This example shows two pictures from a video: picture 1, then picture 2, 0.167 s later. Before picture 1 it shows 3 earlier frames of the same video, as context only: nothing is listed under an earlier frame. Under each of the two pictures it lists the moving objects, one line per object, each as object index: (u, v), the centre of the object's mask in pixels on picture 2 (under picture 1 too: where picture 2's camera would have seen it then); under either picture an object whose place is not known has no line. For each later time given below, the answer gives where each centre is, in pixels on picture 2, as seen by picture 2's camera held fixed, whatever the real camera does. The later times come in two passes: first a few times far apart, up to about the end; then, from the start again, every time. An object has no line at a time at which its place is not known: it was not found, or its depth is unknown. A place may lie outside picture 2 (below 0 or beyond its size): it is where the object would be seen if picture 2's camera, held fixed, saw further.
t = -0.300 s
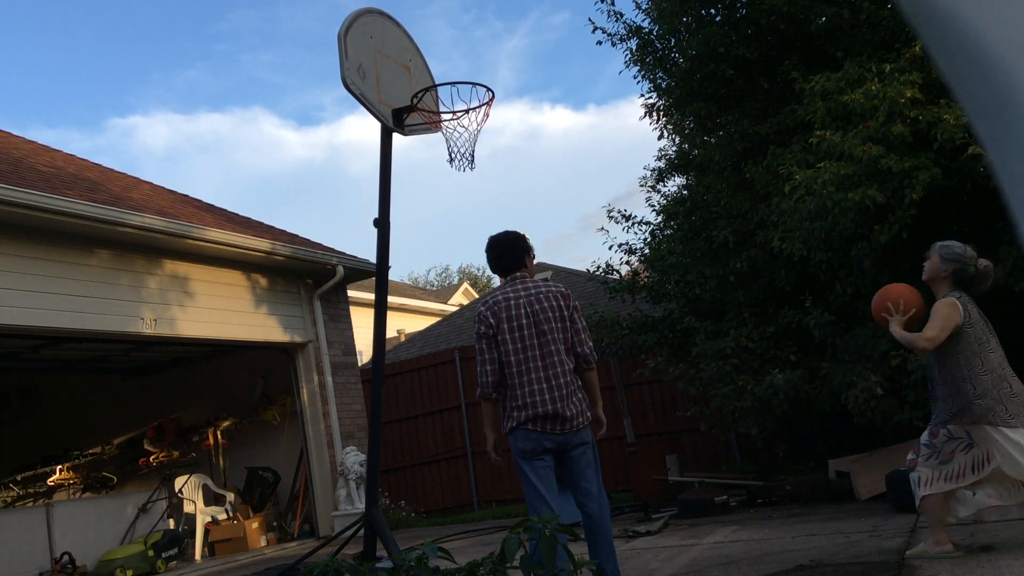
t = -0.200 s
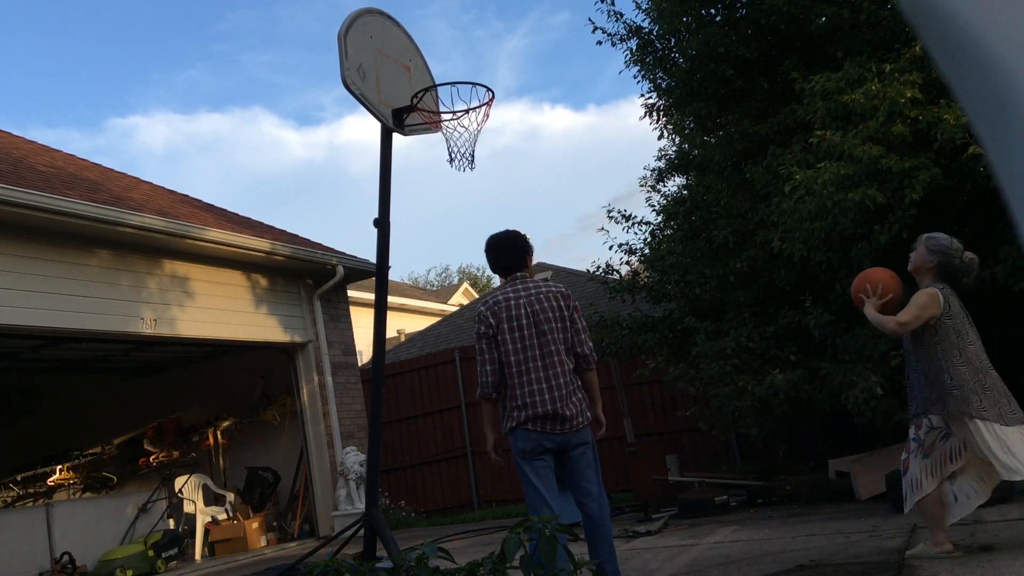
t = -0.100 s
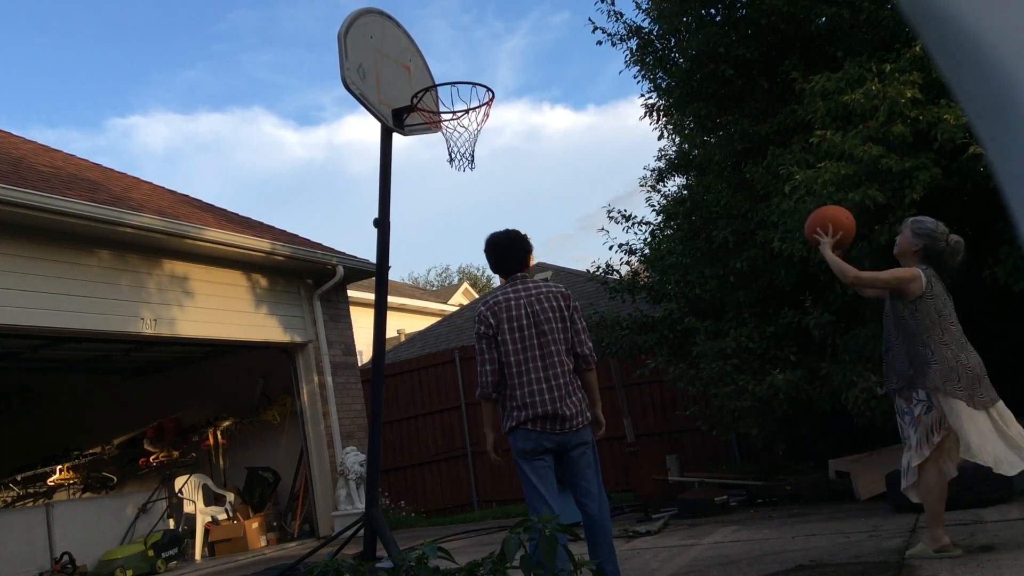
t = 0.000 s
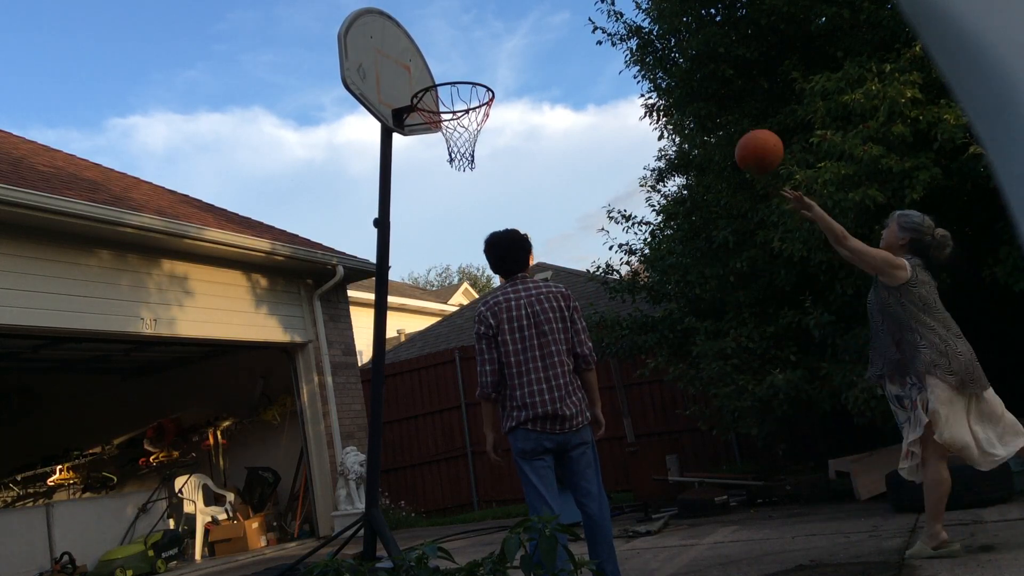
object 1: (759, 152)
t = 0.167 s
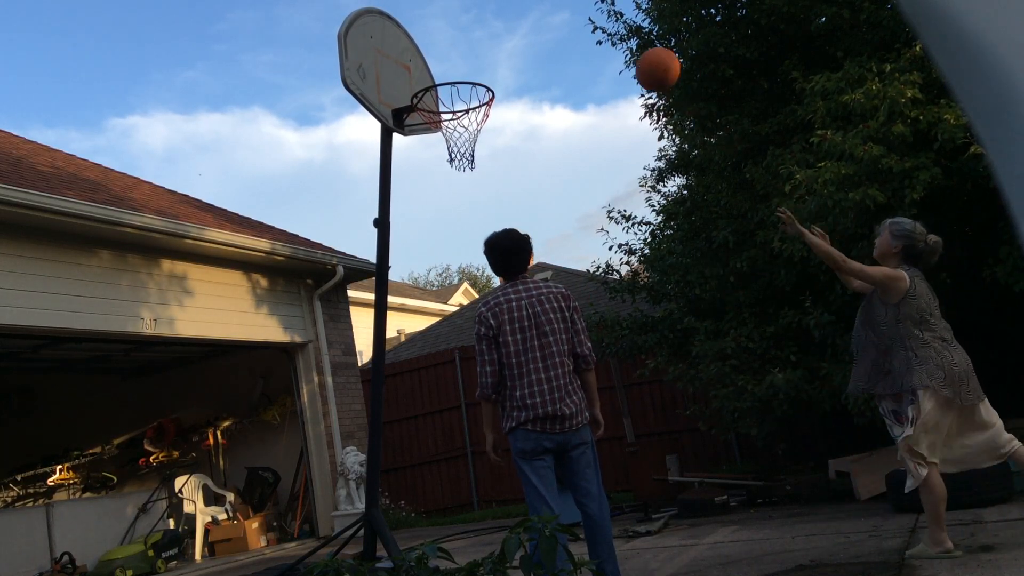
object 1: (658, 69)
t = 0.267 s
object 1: (606, 45)
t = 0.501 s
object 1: (507, 52)
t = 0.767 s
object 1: (434, 88)
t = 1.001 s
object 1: (430, 95)
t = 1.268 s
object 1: (430, 100)
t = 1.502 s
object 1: (440, 124)
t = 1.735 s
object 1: (465, 222)
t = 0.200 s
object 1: (640, 59)
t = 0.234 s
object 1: (622, 51)
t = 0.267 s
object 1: (606, 45)
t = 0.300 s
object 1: (590, 41)
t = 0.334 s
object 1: (574, 38)
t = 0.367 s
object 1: (560, 37)
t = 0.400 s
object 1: (546, 38)
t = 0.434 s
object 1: (532, 41)
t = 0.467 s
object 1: (519, 46)
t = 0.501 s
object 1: (507, 52)
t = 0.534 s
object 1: (495, 60)
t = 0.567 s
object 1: (483, 69)
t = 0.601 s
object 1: (472, 81)
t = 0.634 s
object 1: (462, 89)
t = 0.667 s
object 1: (455, 86)
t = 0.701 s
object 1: (448, 85)
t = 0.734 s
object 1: (441, 85)
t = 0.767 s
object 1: (434, 88)
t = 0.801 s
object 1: (429, 91)
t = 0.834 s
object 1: (426, 96)
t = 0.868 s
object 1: (426, 94)
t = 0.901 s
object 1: (426, 92)
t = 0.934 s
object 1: (427, 92)
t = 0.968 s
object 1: (428, 92)
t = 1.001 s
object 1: (430, 95)
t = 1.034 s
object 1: (430, 93)
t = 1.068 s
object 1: (429, 93)
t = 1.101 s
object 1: (430, 94)
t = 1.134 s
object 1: (430, 95)
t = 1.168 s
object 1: (429, 96)
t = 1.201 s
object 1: (429, 97)
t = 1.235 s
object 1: (429, 99)
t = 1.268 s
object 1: (430, 100)
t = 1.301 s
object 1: (430, 102)
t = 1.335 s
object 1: (432, 103)
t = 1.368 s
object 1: (433, 106)
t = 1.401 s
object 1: (434, 107)
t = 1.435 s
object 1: (434, 109)
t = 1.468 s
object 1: (438, 117)
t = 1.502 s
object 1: (440, 124)
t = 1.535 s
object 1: (443, 134)
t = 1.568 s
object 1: (445, 144)
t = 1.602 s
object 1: (449, 156)
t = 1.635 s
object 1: (452, 170)
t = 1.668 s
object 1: (456, 186)
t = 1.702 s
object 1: (460, 203)
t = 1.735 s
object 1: (465, 222)
